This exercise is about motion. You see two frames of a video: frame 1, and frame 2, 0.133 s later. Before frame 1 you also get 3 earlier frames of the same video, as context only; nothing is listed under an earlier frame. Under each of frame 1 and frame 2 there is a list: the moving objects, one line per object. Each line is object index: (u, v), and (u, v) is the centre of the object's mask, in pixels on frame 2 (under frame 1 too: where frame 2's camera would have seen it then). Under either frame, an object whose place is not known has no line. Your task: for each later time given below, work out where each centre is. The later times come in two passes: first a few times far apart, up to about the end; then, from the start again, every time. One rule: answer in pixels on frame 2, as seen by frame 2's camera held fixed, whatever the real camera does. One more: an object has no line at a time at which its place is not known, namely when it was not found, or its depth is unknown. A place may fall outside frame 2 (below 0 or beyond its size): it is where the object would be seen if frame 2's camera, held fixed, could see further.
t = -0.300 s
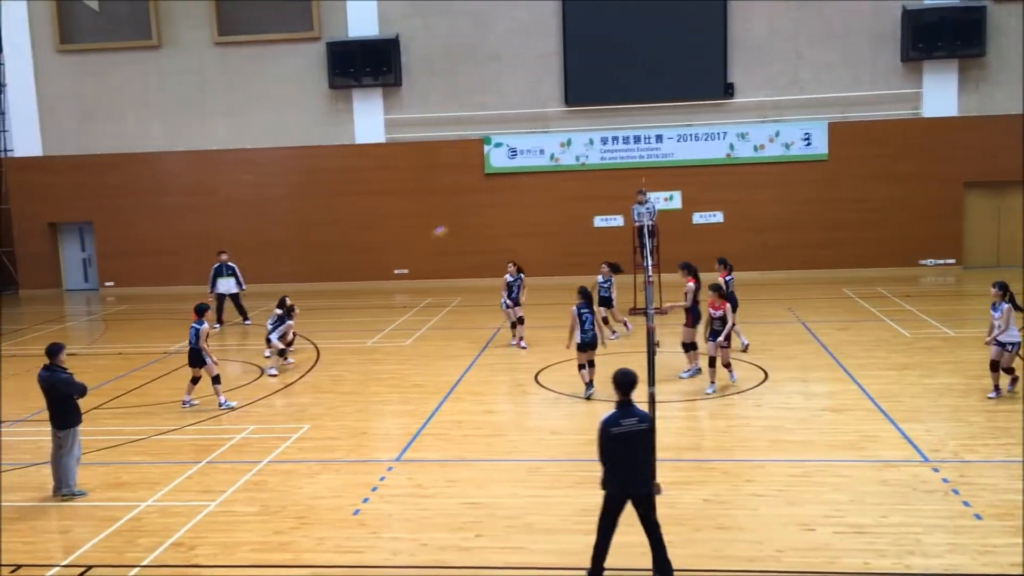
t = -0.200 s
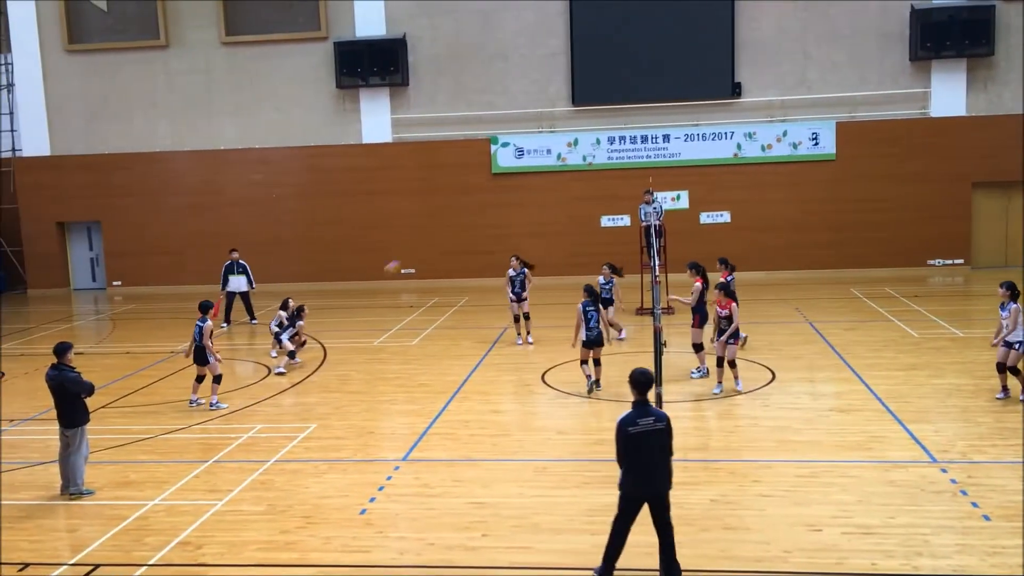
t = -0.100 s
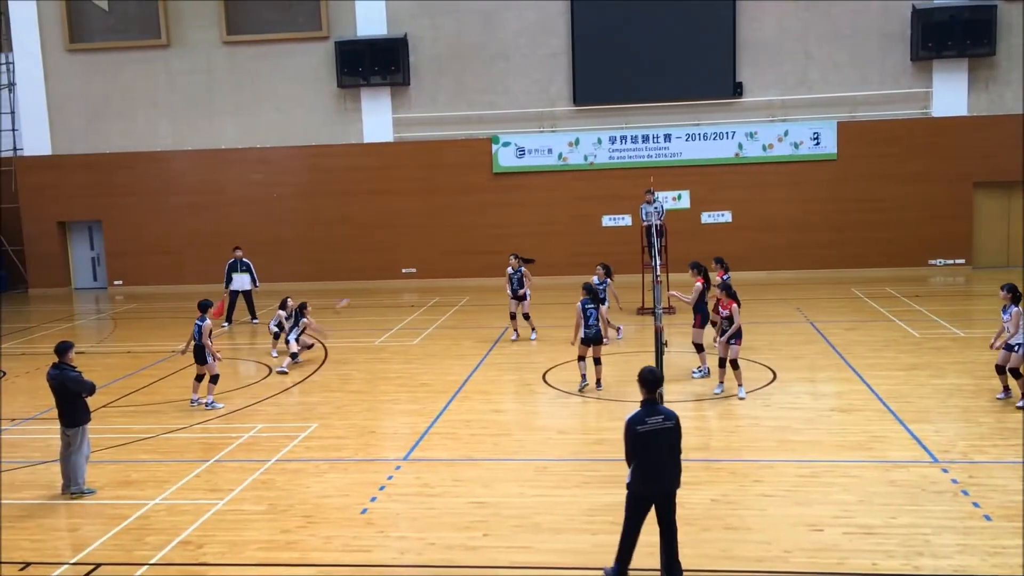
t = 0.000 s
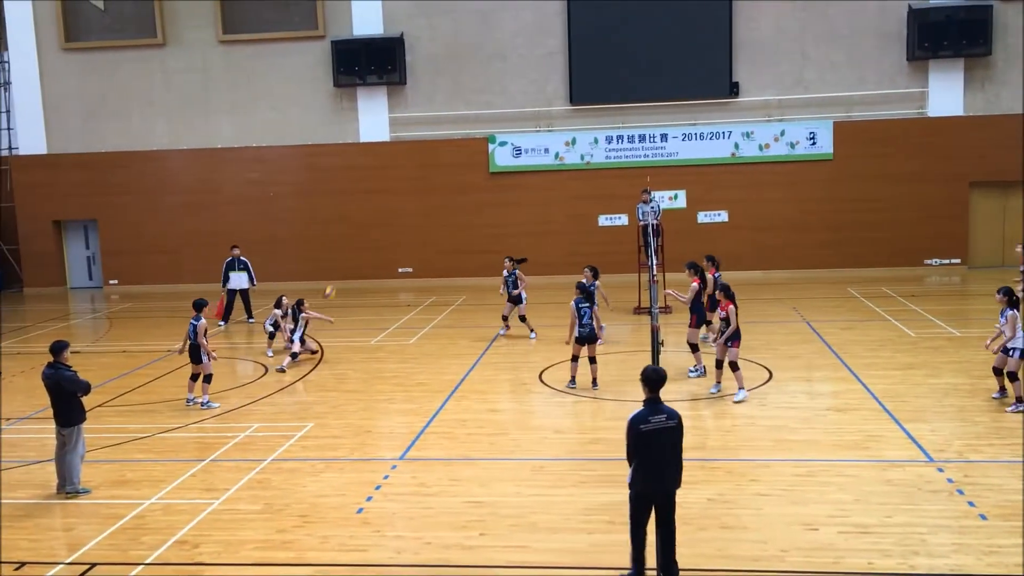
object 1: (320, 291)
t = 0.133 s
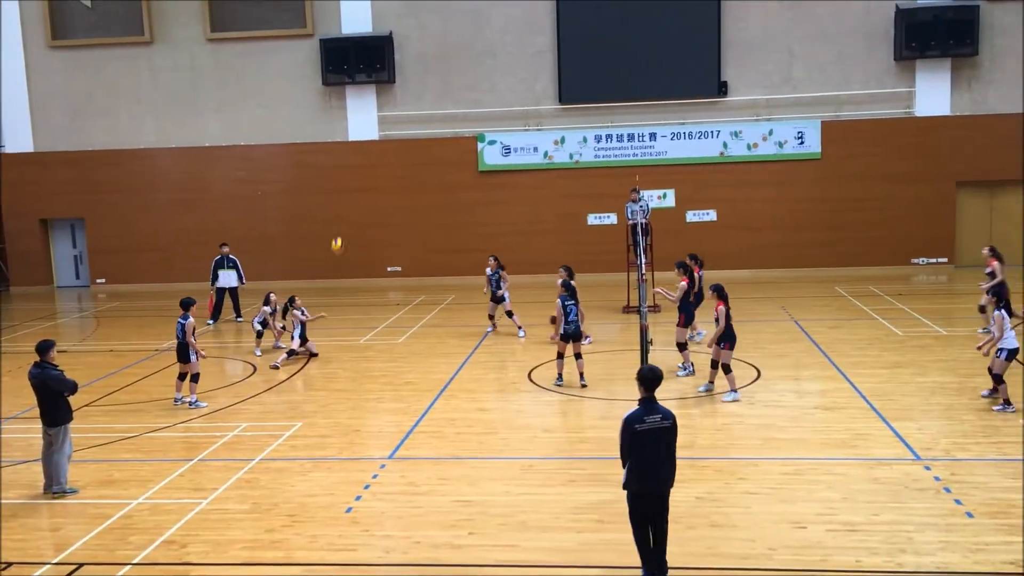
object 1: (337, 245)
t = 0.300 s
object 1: (358, 197)
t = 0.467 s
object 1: (380, 166)
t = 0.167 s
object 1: (341, 234)
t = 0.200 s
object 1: (345, 225)
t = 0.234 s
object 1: (350, 215)
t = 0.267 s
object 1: (354, 205)
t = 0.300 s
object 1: (358, 197)
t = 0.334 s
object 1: (362, 190)
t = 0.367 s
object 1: (366, 183)
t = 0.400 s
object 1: (371, 176)
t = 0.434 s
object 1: (375, 171)
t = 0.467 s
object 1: (380, 166)
